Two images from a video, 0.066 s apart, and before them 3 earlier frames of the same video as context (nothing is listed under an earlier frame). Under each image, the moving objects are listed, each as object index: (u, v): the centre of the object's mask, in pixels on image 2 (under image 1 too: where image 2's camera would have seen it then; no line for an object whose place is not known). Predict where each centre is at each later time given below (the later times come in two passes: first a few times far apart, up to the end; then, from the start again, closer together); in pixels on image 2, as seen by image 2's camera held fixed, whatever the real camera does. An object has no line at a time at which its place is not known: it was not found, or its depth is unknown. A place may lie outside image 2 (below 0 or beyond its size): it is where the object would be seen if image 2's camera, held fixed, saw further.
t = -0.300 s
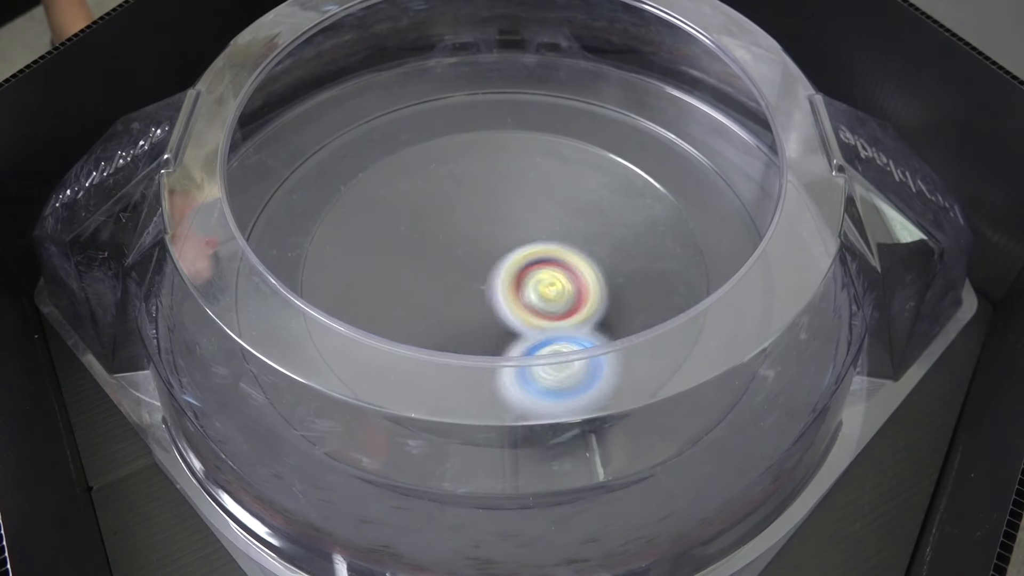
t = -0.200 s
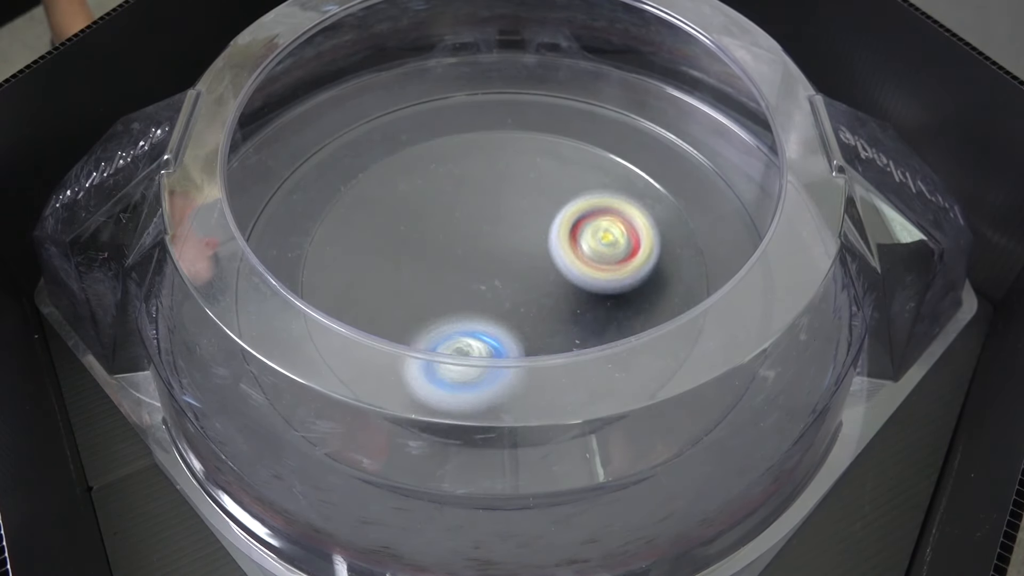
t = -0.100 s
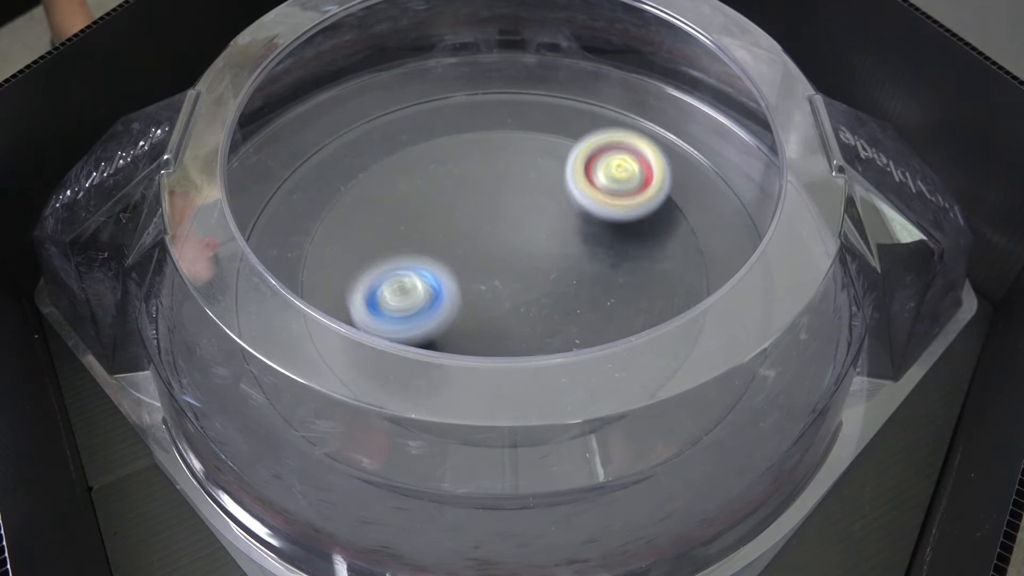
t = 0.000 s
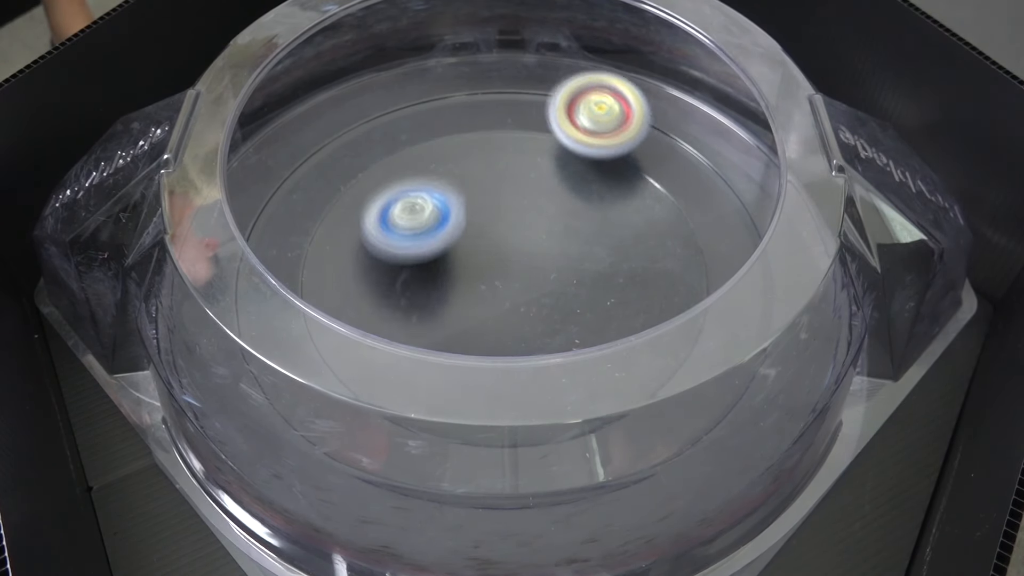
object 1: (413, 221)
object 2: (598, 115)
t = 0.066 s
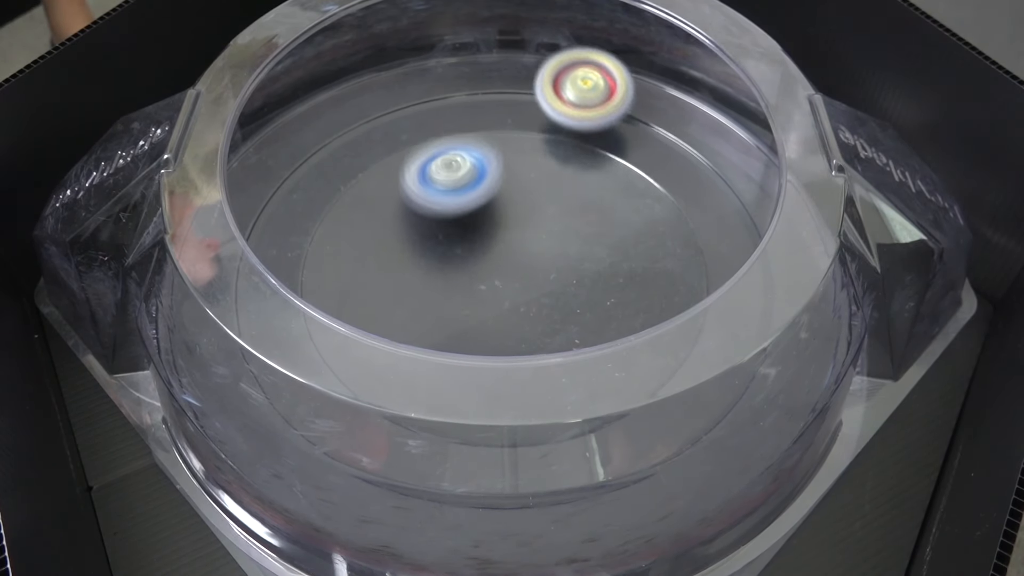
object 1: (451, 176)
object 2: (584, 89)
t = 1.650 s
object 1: (339, 271)
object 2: (754, 251)
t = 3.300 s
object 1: (515, 309)
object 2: (250, 279)
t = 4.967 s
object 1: (503, 347)
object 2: (496, 101)
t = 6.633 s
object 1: (475, 245)
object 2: (611, 276)
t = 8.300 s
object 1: (432, 276)
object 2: (261, 260)
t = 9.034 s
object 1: (496, 351)
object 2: (435, 115)
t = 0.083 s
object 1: (463, 168)
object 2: (582, 84)
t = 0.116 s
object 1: (489, 152)
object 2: (577, 75)
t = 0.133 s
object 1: (503, 146)
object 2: (571, 76)
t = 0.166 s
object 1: (514, 156)
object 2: (567, 78)
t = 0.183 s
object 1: (518, 165)
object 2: (564, 83)
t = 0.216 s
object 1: (528, 181)
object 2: (558, 89)
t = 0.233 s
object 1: (534, 190)
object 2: (555, 92)
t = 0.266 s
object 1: (547, 210)
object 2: (552, 98)
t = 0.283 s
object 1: (554, 219)
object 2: (551, 100)
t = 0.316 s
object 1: (567, 241)
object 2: (552, 104)
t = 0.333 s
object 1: (570, 252)
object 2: (553, 106)
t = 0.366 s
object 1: (572, 275)
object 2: (557, 109)
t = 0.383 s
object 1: (569, 286)
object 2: (560, 110)
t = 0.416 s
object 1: (557, 306)
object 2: (567, 113)
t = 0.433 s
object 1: (547, 313)
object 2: (571, 114)
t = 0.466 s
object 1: (524, 321)
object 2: (578, 115)
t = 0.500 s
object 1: (496, 325)
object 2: (585, 117)
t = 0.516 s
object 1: (481, 326)
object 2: (589, 117)
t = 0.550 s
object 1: (452, 323)
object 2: (599, 117)
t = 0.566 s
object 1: (438, 320)
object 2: (605, 117)
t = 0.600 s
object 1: (411, 311)
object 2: (620, 117)
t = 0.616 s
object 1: (398, 304)
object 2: (629, 116)
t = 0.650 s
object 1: (379, 287)
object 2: (650, 115)
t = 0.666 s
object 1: (371, 277)
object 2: (662, 113)
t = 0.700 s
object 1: (364, 255)
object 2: (678, 113)
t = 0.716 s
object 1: (364, 243)
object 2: (680, 117)
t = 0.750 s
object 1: (368, 220)
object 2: (685, 129)
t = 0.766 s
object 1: (372, 210)
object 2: (686, 132)
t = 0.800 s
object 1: (386, 190)
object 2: (691, 140)
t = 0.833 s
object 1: (406, 173)
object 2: (698, 146)
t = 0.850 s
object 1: (417, 167)
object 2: (703, 148)
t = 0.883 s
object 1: (443, 157)
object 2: (716, 152)
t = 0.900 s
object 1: (456, 154)
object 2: (722, 154)
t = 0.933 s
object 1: (483, 151)
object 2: (724, 159)
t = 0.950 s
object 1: (498, 151)
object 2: (724, 162)
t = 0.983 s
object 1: (527, 155)
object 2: (722, 166)
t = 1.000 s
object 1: (541, 159)
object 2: (723, 168)
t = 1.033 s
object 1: (568, 170)
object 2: (725, 173)
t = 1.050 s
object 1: (580, 178)
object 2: (727, 175)
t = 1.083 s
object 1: (601, 195)
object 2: (733, 179)
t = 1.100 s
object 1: (611, 205)
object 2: (734, 180)
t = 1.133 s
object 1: (627, 226)
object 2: (735, 182)
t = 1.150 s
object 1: (632, 238)
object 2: (734, 184)
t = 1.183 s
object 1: (637, 263)
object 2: (731, 186)
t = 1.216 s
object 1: (633, 286)
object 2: (730, 188)
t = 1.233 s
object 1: (627, 295)
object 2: (730, 189)
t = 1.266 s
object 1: (616, 319)
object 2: (732, 193)
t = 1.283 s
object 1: (608, 332)
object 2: (734, 195)
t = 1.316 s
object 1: (584, 349)
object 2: (738, 199)
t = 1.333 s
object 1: (572, 362)
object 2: (752, 203)
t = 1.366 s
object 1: (541, 375)
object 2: (752, 207)
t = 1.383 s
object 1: (523, 379)
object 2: (750, 209)
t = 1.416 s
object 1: (488, 382)
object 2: (746, 212)
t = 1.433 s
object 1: (471, 381)
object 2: (746, 215)
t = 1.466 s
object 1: (436, 376)
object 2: (745, 220)
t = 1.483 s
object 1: (421, 373)
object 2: (750, 224)
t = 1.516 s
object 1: (392, 360)
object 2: (756, 232)
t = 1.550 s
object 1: (366, 342)
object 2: (762, 239)
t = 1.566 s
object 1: (359, 329)
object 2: (768, 242)
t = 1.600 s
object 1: (346, 306)
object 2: (762, 247)
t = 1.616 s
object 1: (348, 289)
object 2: (759, 248)
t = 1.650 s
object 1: (339, 271)
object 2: (754, 251)
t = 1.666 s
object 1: (338, 262)
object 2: (752, 254)
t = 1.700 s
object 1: (344, 238)
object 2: (755, 262)
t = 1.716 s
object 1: (350, 227)
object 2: (755, 266)
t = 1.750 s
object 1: (366, 208)
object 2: (761, 277)
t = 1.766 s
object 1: (375, 200)
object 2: (766, 284)
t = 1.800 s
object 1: (395, 184)
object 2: (775, 298)
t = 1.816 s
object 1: (408, 177)
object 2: (772, 301)
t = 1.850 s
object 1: (434, 166)
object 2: (764, 306)
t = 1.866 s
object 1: (447, 162)
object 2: (761, 308)
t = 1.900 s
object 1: (476, 157)
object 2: (757, 315)
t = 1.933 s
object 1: (505, 156)
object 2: (754, 324)
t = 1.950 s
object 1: (520, 156)
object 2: (751, 326)
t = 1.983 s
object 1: (548, 161)
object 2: (752, 340)
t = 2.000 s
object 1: (563, 164)
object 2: (752, 345)
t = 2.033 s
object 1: (590, 175)
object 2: (746, 351)
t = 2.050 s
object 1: (603, 181)
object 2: (740, 352)
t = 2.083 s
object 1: (625, 196)
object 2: (734, 354)
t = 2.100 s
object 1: (634, 206)
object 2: (731, 356)
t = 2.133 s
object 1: (652, 223)
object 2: (725, 362)
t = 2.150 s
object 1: (659, 234)
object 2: (722, 366)
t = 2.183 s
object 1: (667, 255)
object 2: (719, 379)
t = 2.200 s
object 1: (669, 265)
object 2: (718, 386)
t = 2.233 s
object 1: (664, 283)
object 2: (714, 394)
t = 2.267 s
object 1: (654, 297)
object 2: (705, 402)
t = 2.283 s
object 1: (649, 297)
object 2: (697, 411)
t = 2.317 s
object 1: (638, 293)
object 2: (679, 438)
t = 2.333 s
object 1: (630, 292)
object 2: (669, 455)
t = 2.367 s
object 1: (612, 288)
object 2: (652, 476)
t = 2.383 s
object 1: (600, 285)
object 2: (640, 476)
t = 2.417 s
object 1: (576, 282)
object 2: (611, 474)
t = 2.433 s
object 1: (564, 282)
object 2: (597, 475)
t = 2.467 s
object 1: (539, 278)
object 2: (574, 475)
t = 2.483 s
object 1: (527, 274)
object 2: (561, 476)
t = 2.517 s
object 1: (508, 265)
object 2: (539, 482)
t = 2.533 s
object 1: (501, 259)
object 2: (529, 485)
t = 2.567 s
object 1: (488, 247)
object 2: (509, 494)
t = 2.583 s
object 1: (483, 240)
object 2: (499, 499)
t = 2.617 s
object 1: (477, 226)
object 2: (482, 502)
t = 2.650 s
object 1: (475, 215)
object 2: (467, 492)
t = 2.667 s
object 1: (474, 210)
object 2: (458, 489)
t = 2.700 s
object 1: (479, 199)
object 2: (441, 482)
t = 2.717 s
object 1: (482, 196)
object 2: (432, 480)
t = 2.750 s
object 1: (489, 188)
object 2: (411, 478)
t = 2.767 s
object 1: (494, 184)
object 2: (400, 478)
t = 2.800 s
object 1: (505, 177)
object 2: (377, 480)
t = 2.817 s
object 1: (511, 173)
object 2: (365, 479)
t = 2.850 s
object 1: (526, 166)
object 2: (349, 471)
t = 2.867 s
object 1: (534, 164)
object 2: (342, 463)
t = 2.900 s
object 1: (550, 160)
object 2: (324, 452)
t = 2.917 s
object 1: (559, 157)
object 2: (318, 445)
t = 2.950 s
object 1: (578, 156)
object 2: (299, 434)
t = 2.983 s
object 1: (598, 160)
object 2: (278, 423)
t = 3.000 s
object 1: (608, 162)
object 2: (269, 418)
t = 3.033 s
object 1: (622, 174)
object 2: (256, 404)
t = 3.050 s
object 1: (627, 182)
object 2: (252, 396)
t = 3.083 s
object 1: (633, 201)
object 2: (243, 380)
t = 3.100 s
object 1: (634, 213)
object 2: (239, 371)
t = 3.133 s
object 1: (629, 232)
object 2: (230, 354)
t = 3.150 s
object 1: (624, 244)
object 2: (224, 347)
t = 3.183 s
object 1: (609, 265)
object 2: (222, 330)
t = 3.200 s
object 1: (598, 275)
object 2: (223, 322)
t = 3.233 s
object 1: (574, 292)
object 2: (229, 304)
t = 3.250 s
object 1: (561, 298)
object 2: (233, 297)
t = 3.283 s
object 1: (531, 308)
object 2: (242, 287)
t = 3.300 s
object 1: (515, 309)
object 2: (250, 279)
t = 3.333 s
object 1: (485, 309)
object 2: (257, 266)
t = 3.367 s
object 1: (456, 302)
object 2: (265, 251)
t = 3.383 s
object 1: (443, 296)
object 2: (267, 244)
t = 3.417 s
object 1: (421, 282)
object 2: (272, 229)
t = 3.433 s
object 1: (412, 273)
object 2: (275, 221)
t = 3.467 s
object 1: (399, 255)
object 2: (282, 206)
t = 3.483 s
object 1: (394, 245)
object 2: (282, 199)
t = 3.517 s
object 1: (388, 225)
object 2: (283, 186)
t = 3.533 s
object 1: (387, 214)
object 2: (285, 179)
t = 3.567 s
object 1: (406, 200)
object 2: (269, 162)
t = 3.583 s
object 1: (419, 194)
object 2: (271, 155)
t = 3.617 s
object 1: (445, 182)
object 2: (271, 148)
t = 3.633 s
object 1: (456, 176)
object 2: (272, 146)
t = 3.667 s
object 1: (480, 169)
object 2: (278, 144)
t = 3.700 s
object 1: (505, 167)
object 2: (282, 142)
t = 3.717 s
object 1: (516, 168)
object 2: (283, 141)
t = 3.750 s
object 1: (540, 174)
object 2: (285, 139)
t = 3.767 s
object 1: (549, 179)
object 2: (285, 138)
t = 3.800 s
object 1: (570, 193)
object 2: (285, 135)
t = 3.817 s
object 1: (577, 203)
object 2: (284, 133)
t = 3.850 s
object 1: (591, 220)
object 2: (283, 129)
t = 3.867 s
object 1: (595, 231)
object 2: (283, 127)
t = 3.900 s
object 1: (599, 252)
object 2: (286, 124)
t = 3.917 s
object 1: (598, 264)
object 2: (288, 122)
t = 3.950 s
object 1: (594, 285)
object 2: (290, 120)
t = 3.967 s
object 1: (587, 294)
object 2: (291, 118)
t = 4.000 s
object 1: (572, 308)
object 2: (294, 116)
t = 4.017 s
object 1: (562, 313)
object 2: (295, 114)
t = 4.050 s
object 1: (540, 322)
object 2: (300, 111)
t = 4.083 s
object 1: (515, 326)
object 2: (303, 108)
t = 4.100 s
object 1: (502, 335)
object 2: (307, 106)
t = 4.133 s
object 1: (475, 334)
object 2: (312, 104)
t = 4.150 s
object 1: (461, 332)
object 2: (316, 102)
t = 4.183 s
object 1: (439, 325)
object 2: (321, 99)
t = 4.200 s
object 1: (429, 314)
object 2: (325, 97)
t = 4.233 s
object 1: (410, 305)
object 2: (331, 94)
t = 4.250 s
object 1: (403, 298)
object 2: (334, 93)
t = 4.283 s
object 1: (391, 283)
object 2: (341, 90)
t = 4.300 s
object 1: (389, 274)
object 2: (345, 89)
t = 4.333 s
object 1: (385, 256)
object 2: (352, 86)
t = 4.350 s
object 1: (386, 248)
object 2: (355, 85)
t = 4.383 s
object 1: (394, 231)
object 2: (363, 83)
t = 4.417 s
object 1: (407, 215)
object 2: (370, 81)
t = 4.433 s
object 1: (414, 210)
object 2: (374, 79)
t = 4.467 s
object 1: (434, 200)
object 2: (382, 78)
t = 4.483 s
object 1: (443, 196)
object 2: (386, 76)
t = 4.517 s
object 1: (466, 192)
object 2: (395, 74)
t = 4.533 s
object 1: (479, 191)
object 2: (399, 73)
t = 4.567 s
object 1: (501, 194)
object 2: (408, 71)
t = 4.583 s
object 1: (514, 197)
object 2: (412, 70)
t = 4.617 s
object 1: (537, 205)
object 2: (421, 69)
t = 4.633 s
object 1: (547, 211)
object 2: (424, 68)
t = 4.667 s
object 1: (566, 224)
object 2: (431, 67)
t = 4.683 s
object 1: (573, 233)
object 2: (434, 67)
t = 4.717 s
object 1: (585, 249)
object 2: (439, 69)
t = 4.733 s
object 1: (588, 257)
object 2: (440, 70)
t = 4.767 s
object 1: (591, 276)
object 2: (443, 79)
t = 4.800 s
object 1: (589, 292)
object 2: (447, 85)
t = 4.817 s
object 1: (584, 300)
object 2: (449, 87)
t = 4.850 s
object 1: (572, 313)
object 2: (457, 92)
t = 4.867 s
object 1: (565, 317)
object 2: (461, 93)
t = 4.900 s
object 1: (546, 324)
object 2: (473, 96)
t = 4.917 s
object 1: (538, 338)
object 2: (478, 97)
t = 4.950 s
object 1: (515, 344)
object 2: (491, 100)
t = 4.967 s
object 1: (503, 347)
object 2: (496, 101)
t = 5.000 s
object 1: (481, 345)
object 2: (504, 105)
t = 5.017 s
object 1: (469, 341)
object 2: (508, 109)
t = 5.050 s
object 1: (449, 333)
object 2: (512, 120)
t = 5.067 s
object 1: (443, 321)
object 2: (513, 128)
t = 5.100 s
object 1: (428, 312)
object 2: (512, 143)
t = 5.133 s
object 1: (417, 300)
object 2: (510, 160)
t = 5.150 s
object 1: (415, 291)
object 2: (507, 169)
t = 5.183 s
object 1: (414, 273)
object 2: (501, 187)
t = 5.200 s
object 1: (415, 264)
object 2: (498, 198)
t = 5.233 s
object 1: (391, 261)
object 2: (516, 204)
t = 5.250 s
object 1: (377, 261)
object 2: (529, 204)
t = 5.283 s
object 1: (349, 262)
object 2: (554, 206)
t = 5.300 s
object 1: (338, 260)
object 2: (566, 206)
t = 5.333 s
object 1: (324, 255)
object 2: (584, 207)
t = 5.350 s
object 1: (319, 253)
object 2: (592, 207)
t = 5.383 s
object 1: (312, 246)
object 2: (605, 207)
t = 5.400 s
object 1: (310, 240)
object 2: (610, 207)
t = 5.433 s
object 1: (311, 230)
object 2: (619, 205)
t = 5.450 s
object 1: (313, 225)
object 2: (625, 204)
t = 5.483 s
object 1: (322, 213)
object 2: (633, 202)
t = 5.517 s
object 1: (333, 201)
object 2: (641, 200)
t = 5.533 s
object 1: (342, 196)
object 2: (644, 198)
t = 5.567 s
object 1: (360, 188)
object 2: (652, 197)
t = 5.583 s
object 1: (369, 186)
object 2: (655, 197)
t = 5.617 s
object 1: (391, 184)
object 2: (661, 196)
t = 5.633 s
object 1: (402, 184)
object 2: (665, 195)
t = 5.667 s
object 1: (425, 188)
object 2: (669, 193)
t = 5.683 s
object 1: (439, 189)
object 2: (670, 192)
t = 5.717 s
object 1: (462, 197)
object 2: (668, 190)
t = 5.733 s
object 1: (472, 201)
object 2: (665, 190)
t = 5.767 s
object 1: (495, 211)
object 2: (657, 193)
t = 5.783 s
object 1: (508, 218)
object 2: (651, 194)
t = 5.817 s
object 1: (528, 231)
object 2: (641, 201)
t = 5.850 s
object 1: (539, 249)
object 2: (634, 208)
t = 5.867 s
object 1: (537, 260)
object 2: (636, 208)
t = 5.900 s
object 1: (536, 281)
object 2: (642, 206)
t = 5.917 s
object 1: (535, 291)
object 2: (645, 205)
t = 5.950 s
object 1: (535, 305)
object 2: (647, 204)
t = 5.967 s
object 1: (533, 311)
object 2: (647, 204)
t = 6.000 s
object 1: (526, 320)
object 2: (647, 205)
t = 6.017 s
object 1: (524, 323)
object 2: (646, 206)
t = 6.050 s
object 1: (513, 328)
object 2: (640, 211)
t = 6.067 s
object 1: (510, 331)
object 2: (636, 212)
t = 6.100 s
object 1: (500, 352)
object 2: (627, 217)
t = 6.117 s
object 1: (494, 355)
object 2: (622, 221)
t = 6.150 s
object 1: (482, 363)
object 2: (610, 229)
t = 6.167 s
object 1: (476, 365)
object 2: (605, 234)
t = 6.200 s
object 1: (464, 371)
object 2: (591, 245)
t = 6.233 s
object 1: (450, 375)
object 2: (578, 257)
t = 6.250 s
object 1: (443, 373)
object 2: (571, 262)
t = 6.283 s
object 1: (431, 370)
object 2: (560, 274)
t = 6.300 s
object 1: (424, 366)
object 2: (555, 280)
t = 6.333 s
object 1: (419, 359)
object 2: (547, 290)
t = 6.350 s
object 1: (416, 347)
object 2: (543, 294)
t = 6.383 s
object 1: (419, 330)
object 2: (538, 302)
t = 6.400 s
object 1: (423, 318)
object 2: (536, 306)
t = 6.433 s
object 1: (418, 310)
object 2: (547, 309)
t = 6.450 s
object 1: (413, 303)
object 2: (558, 307)
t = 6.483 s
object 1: (411, 290)
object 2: (577, 305)
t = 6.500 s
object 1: (413, 283)
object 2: (584, 304)
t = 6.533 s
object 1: (423, 271)
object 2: (596, 300)
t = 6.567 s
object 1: (437, 261)
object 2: (607, 295)
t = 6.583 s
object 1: (447, 256)
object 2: (612, 290)
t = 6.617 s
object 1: (465, 248)
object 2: (613, 281)
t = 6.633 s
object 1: (475, 245)
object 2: (611, 276)
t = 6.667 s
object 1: (496, 240)
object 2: (603, 267)
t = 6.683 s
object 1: (503, 236)
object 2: (601, 265)
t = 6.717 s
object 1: (504, 225)
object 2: (606, 265)
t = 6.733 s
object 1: (505, 219)
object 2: (606, 266)
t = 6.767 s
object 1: (508, 210)
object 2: (605, 267)
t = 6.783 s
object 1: (511, 207)
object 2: (606, 267)
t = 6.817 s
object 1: (519, 203)
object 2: (603, 269)
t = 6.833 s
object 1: (525, 202)
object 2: (599, 269)
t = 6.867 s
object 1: (536, 201)
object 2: (594, 269)
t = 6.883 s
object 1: (542, 199)
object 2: (593, 270)
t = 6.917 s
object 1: (551, 197)
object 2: (591, 275)
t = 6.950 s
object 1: (562, 196)
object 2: (587, 279)
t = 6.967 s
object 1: (568, 198)
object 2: (585, 282)
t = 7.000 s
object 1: (581, 198)
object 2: (579, 286)
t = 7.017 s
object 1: (588, 200)
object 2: (577, 288)
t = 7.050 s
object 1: (601, 204)
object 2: (572, 290)
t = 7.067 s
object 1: (608, 208)
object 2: (568, 293)
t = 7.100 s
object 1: (620, 216)
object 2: (562, 295)
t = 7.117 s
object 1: (623, 221)
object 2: (557, 297)
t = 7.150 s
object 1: (629, 227)
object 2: (546, 307)
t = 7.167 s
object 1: (631, 230)
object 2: (541, 312)
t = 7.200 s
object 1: (629, 240)
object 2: (532, 318)
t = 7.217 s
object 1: (626, 246)
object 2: (529, 319)
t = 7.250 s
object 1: (616, 257)
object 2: (524, 323)
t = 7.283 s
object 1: (601, 265)
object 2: (519, 326)
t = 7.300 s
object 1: (593, 269)
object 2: (516, 327)
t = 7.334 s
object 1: (576, 275)
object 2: (512, 330)
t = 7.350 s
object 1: (569, 274)
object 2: (502, 344)
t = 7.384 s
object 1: (555, 263)
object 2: (478, 368)
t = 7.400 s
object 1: (548, 259)
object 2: (469, 373)
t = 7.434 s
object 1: (533, 252)
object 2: (448, 390)
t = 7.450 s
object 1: (527, 248)
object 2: (439, 398)
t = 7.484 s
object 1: (515, 239)
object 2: (430, 404)
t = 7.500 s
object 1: (510, 235)
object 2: (425, 407)
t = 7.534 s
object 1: (502, 225)
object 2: (410, 415)
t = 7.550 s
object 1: (499, 221)
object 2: (403, 418)
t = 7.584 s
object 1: (496, 211)
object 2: (389, 424)
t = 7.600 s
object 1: (495, 205)
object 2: (382, 425)
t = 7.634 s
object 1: (494, 196)
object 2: (369, 427)
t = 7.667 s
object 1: (493, 187)
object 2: (356, 426)
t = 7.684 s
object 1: (493, 182)
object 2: (353, 424)
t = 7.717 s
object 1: (495, 174)
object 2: (348, 416)
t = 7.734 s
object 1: (495, 170)
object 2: (347, 415)
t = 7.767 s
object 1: (498, 163)
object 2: (343, 407)
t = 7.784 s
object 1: (500, 160)
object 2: (340, 404)
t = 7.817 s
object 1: (505, 156)
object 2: (333, 398)
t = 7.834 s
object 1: (508, 155)
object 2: (328, 395)
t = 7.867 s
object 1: (514, 157)
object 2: (316, 392)
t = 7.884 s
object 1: (516, 161)
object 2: (310, 389)
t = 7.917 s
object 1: (521, 170)
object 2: (300, 383)
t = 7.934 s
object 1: (522, 175)
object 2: (293, 377)
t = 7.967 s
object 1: (523, 189)
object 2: (289, 369)
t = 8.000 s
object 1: (522, 204)
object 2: (285, 359)
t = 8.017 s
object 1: (520, 213)
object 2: (283, 354)
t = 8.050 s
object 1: (517, 228)
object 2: (276, 345)
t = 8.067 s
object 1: (515, 236)
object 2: (272, 342)
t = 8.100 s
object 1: (508, 248)
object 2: (268, 330)
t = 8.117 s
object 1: (504, 254)
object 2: (265, 324)
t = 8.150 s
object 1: (493, 263)
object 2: (262, 312)
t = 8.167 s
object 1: (486, 267)
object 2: (262, 307)
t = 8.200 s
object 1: (473, 273)
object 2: (259, 295)
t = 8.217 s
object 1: (466, 275)
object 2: (258, 289)
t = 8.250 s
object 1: (451, 277)
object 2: (257, 278)
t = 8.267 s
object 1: (445, 277)
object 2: (259, 271)
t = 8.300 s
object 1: (432, 276)
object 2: (261, 260)
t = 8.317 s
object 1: (426, 275)
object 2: (262, 255)
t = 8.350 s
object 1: (414, 272)
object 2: (266, 244)
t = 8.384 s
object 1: (403, 268)
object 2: (270, 233)
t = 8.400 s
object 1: (398, 266)
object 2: (272, 227)
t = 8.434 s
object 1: (389, 261)
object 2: (278, 218)
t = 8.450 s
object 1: (386, 258)
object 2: (284, 212)
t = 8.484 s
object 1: (393, 259)
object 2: (281, 198)
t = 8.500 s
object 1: (401, 262)
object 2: (277, 190)
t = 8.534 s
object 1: (416, 268)
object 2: (279, 171)
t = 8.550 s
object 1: (423, 272)
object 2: (282, 166)
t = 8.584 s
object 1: (439, 278)
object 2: (291, 158)
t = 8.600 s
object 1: (446, 282)
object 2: (296, 154)
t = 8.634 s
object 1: (459, 290)
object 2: (307, 152)
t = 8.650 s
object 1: (465, 294)
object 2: (314, 151)
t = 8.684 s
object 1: (474, 301)
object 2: (326, 148)
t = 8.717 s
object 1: (481, 307)
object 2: (334, 142)
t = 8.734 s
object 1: (484, 310)
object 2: (339, 141)
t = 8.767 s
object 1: (489, 316)
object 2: (348, 135)
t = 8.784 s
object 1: (491, 318)
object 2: (353, 134)
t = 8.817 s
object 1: (494, 322)
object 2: (363, 128)
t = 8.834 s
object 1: (495, 325)
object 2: (367, 126)
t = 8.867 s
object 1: (497, 328)
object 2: (378, 124)
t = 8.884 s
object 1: (498, 338)
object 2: (385, 121)
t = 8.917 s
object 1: (498, 344)
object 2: (395, 118)
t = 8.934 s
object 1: (499, 348)
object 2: (401, 118)
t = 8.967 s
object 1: (497, 352)
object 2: (413, 117)
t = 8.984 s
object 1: (496, 353)
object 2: (418, 116)
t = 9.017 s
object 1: (495, 352)
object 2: (430, 115)
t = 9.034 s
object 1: (496, 351)
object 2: (435, 115)
